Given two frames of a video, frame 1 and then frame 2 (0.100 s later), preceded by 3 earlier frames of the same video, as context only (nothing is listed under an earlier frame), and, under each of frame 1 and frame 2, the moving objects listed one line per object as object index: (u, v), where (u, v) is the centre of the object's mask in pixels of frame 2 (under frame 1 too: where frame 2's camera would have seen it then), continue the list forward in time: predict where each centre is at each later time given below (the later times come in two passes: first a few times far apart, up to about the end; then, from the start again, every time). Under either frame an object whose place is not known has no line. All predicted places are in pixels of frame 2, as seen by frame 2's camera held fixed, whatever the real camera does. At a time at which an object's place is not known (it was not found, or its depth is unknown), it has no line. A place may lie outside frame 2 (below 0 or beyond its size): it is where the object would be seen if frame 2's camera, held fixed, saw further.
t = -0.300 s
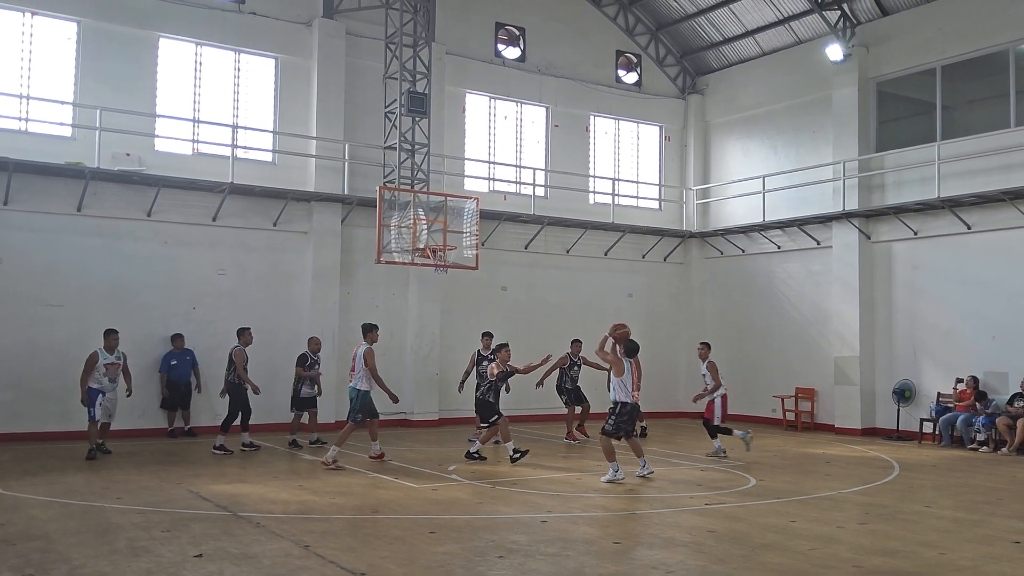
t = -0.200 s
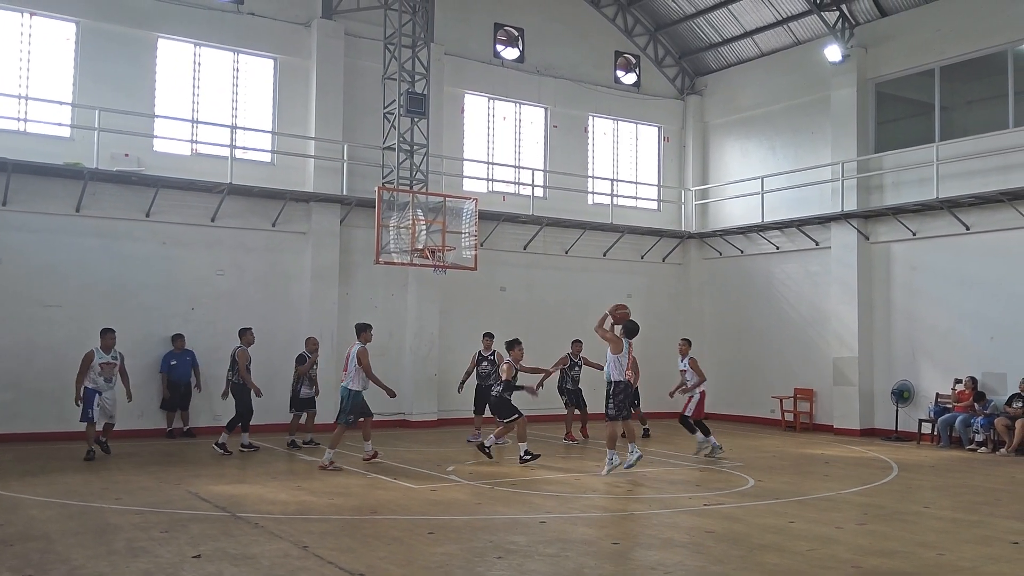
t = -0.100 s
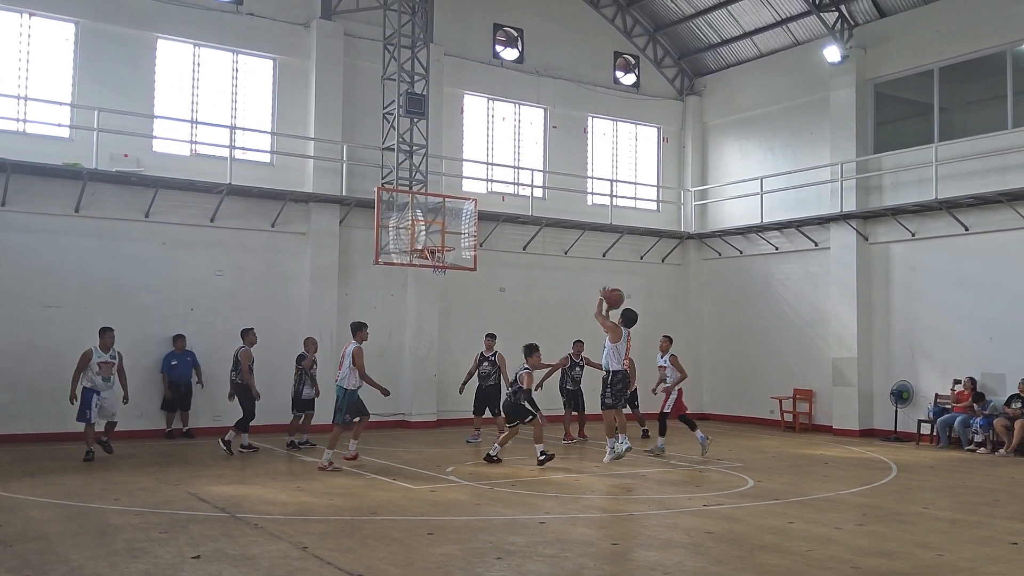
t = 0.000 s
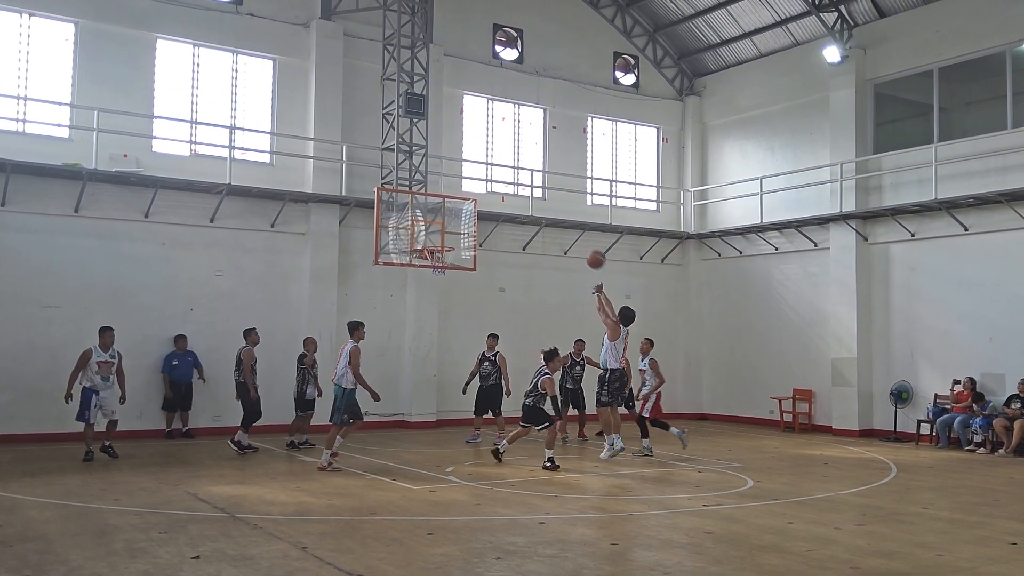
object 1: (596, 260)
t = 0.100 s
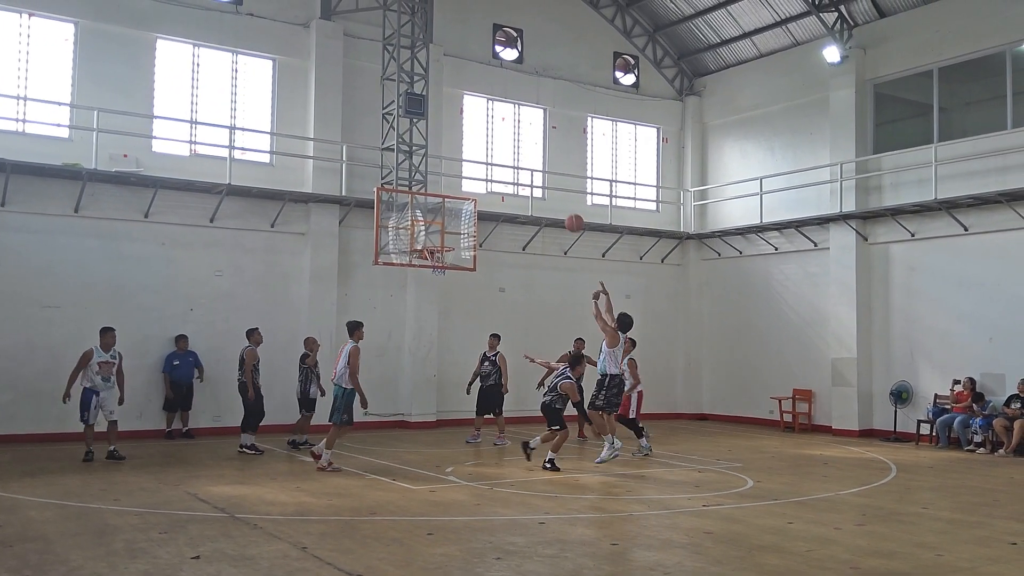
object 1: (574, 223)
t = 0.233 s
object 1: (548, 190)
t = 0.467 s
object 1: (506, 168)
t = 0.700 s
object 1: (467, 184)
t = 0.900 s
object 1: (438, 223)
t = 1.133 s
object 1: (449, 227)
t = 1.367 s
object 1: (479, 230)
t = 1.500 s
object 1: (495, 246)
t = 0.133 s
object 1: (567, 213)
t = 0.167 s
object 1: (561, 204)
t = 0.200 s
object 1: (554, 197)
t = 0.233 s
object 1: (548, 190)
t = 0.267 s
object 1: (542, 185)
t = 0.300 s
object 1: (535, 179)
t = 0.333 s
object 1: (529, 176)
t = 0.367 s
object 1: (523, 173)
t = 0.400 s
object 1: (517, 170)
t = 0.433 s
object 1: (511, 169)
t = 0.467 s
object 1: (506, 168)
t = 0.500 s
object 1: (500, 168)
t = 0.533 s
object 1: (494, 169)
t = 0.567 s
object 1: (489, 171)
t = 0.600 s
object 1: (484, 173)
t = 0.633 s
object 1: (478, 176)
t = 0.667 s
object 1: (473, 180)
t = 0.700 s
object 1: (467, 184)
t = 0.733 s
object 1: (463, 189)
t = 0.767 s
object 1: (458, 194)
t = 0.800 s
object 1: (453, 201)
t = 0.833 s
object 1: (448, 207)
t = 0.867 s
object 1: (443, 215)
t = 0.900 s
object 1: (438, 223)
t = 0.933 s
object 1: (434, 231)
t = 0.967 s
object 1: (429, 240)
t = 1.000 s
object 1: (430, 240)
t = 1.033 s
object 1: (435, 236)
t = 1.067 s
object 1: (440, 232)
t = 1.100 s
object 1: (445, 229)
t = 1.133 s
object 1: (449, 227)
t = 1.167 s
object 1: (453, 225)
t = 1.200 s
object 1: (458, 225)
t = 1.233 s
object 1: (462, 224)
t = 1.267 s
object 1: (466, 225)
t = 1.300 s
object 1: (471, 226)
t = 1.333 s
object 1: (475, 228)
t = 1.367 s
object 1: (479, 230)
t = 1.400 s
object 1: (483, 233)
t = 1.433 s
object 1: (487, 237)
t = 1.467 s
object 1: (491, 241)
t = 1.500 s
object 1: (495, 246)
